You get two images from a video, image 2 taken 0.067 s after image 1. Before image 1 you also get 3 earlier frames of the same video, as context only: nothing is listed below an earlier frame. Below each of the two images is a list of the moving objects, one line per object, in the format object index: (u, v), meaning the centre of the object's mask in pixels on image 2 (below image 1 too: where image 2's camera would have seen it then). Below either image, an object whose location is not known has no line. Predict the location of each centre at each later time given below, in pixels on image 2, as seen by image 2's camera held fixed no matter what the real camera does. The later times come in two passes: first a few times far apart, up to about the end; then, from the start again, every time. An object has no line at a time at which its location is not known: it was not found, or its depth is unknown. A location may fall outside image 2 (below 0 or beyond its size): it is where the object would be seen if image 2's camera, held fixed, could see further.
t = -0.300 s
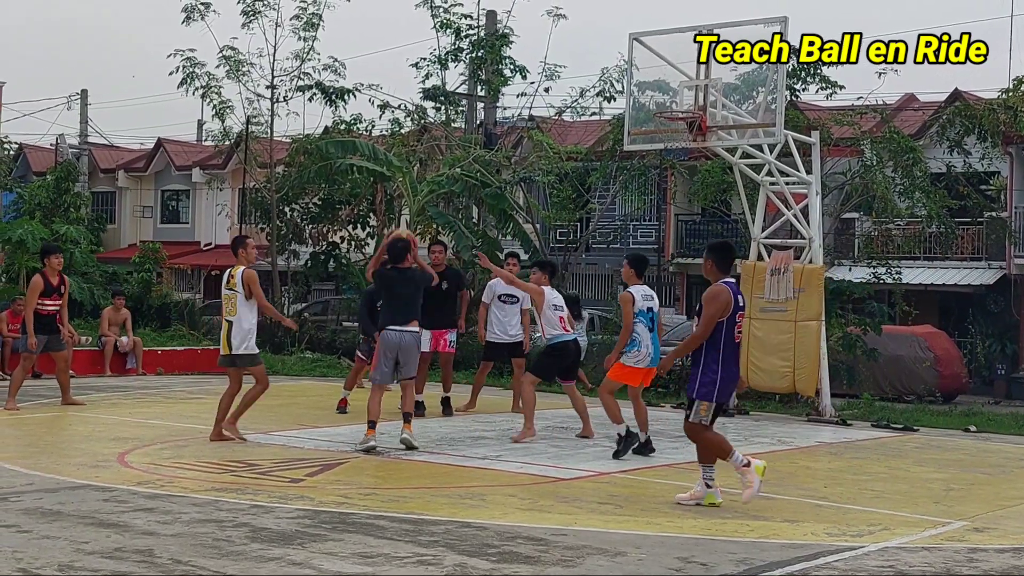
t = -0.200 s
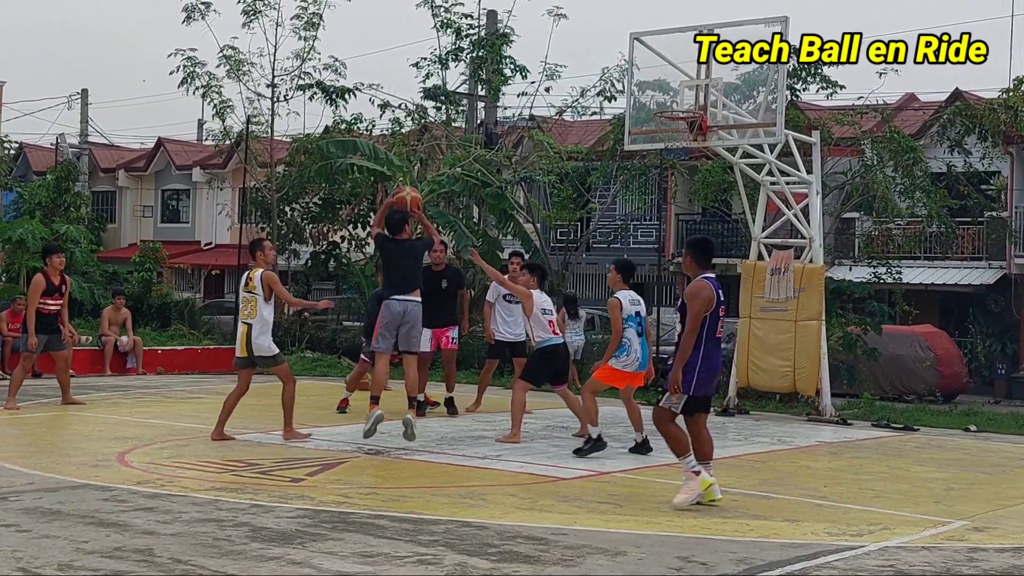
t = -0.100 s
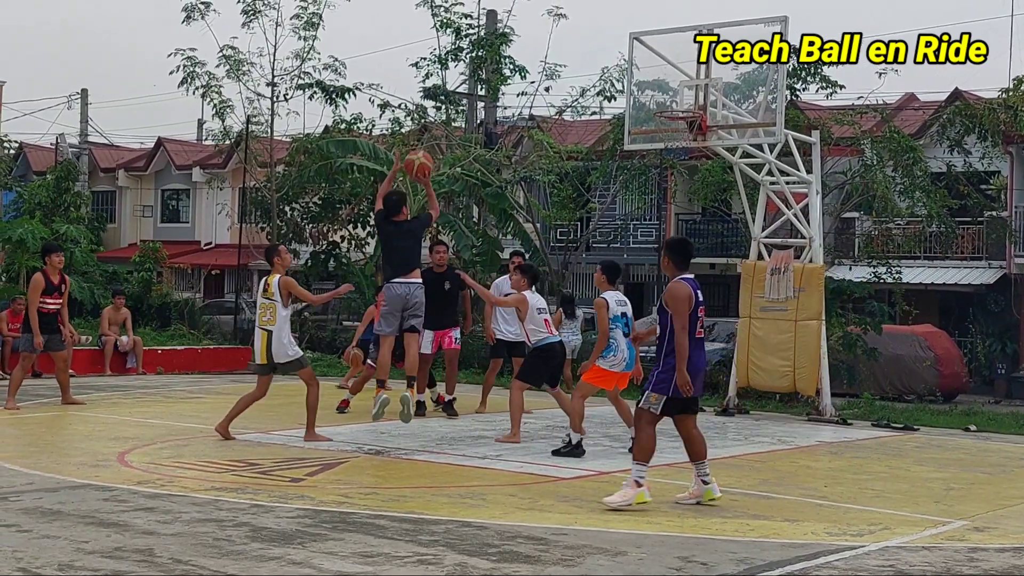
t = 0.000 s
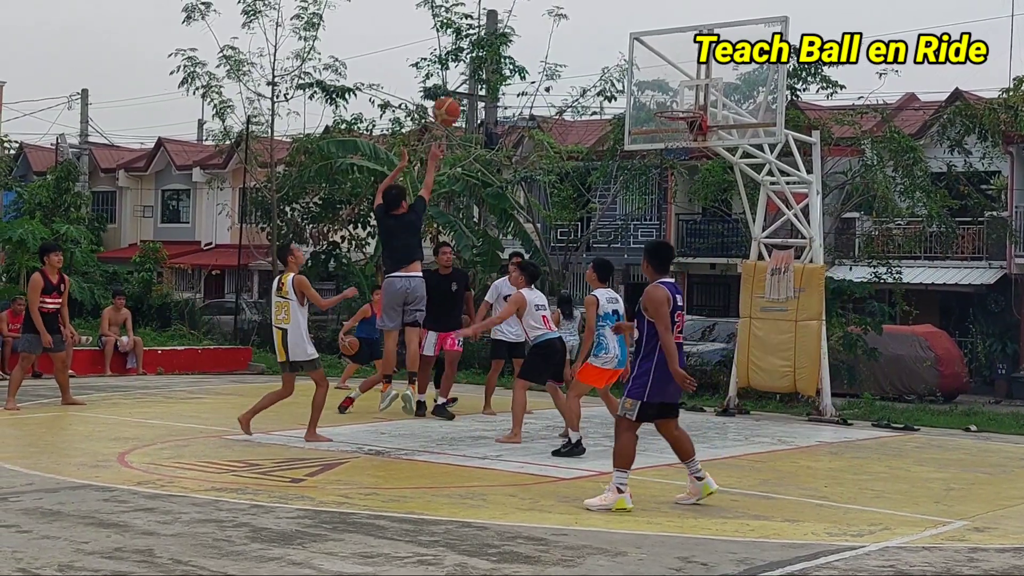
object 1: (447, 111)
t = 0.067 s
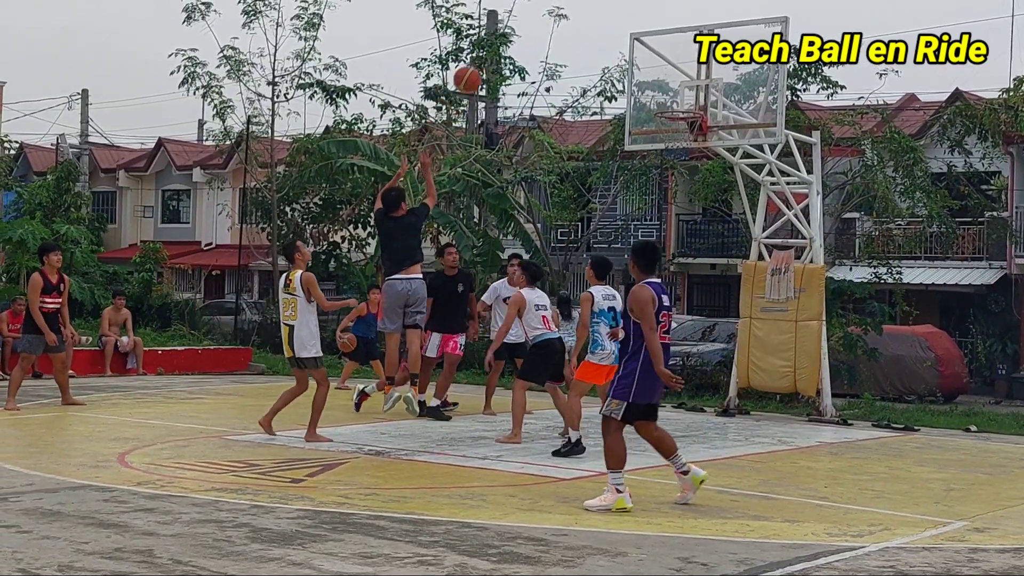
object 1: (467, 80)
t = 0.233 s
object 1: (516, 27)
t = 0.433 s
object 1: (569, 8)
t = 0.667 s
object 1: (624, 34)
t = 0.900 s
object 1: (671, 111)
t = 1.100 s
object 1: (686, 139)
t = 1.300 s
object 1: (686, 166)
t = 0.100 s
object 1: (478, 66)
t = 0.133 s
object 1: (487, 55)
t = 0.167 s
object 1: (497, 44)
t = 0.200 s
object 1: (506, 35)
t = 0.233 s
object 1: (516, 27)
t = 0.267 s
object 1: (525, 20)
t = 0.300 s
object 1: (534, 14)
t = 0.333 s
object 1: (543, 11)
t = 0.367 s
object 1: (552, 9)
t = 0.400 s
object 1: (560, 8)
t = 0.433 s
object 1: (569, 8)
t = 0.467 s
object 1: (577, 8)
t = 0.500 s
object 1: (585, 9)
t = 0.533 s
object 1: (593, 11)
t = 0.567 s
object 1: (601, 15)
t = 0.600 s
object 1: (609, 20)
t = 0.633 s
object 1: (616, 26)
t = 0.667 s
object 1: (624, 34)
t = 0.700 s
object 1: (630, 42)
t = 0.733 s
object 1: (638, 51)
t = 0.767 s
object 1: (645, 62)
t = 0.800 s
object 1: (652, 73)
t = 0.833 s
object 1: (658, 85)
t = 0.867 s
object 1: (665, 99)
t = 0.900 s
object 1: (671, 111)
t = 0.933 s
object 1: (678, 127)
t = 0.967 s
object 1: (681, 136)
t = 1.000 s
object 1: (683, 140)
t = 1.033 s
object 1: (685, 141)
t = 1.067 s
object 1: (686, 139)
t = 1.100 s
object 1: (686, 139)
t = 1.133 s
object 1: (686, 142)
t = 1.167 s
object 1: (686, 145)
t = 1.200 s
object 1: (688, 148)
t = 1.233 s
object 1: (687, 154)
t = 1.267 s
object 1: (686, 161)
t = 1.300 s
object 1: (686, 166)
